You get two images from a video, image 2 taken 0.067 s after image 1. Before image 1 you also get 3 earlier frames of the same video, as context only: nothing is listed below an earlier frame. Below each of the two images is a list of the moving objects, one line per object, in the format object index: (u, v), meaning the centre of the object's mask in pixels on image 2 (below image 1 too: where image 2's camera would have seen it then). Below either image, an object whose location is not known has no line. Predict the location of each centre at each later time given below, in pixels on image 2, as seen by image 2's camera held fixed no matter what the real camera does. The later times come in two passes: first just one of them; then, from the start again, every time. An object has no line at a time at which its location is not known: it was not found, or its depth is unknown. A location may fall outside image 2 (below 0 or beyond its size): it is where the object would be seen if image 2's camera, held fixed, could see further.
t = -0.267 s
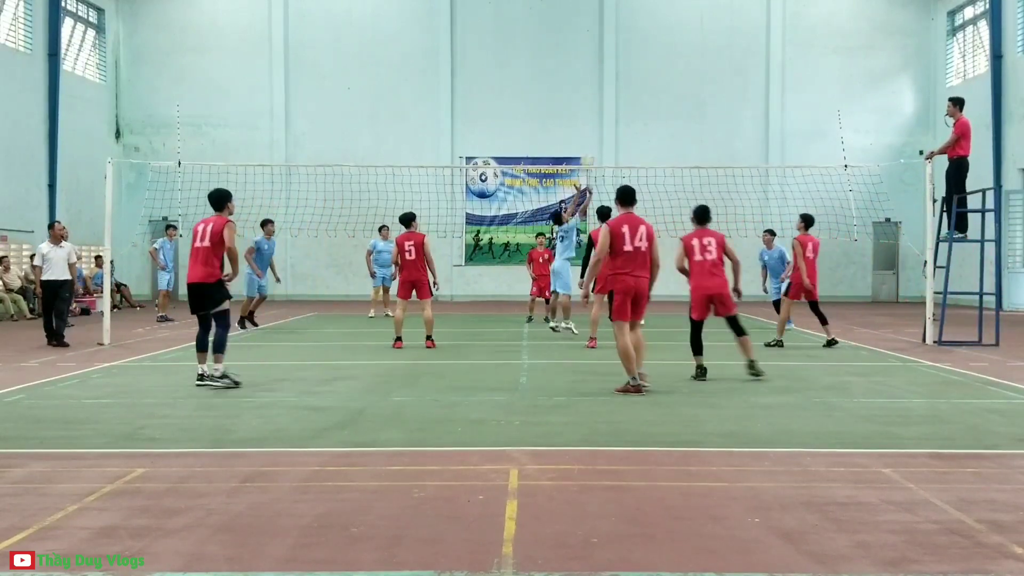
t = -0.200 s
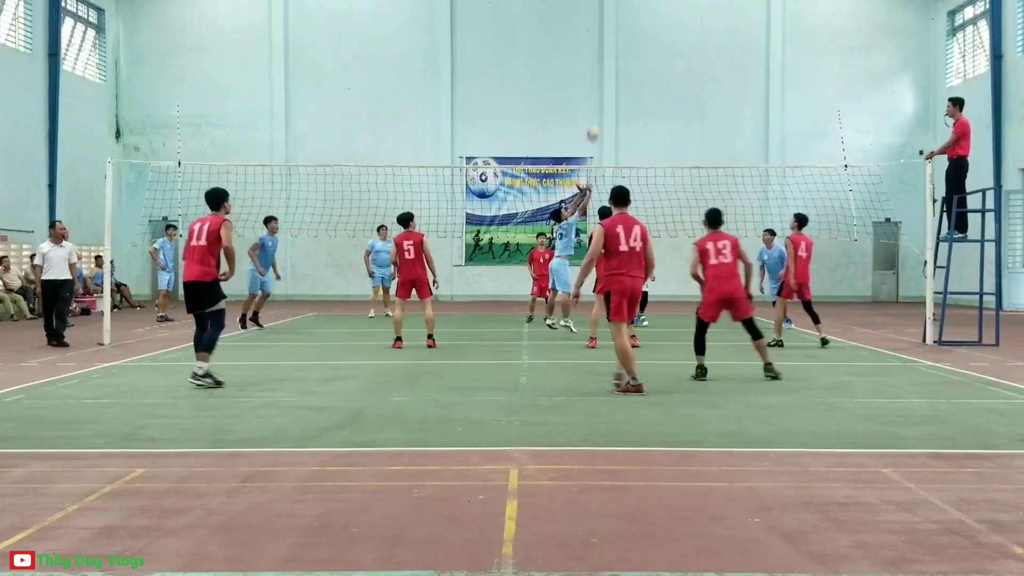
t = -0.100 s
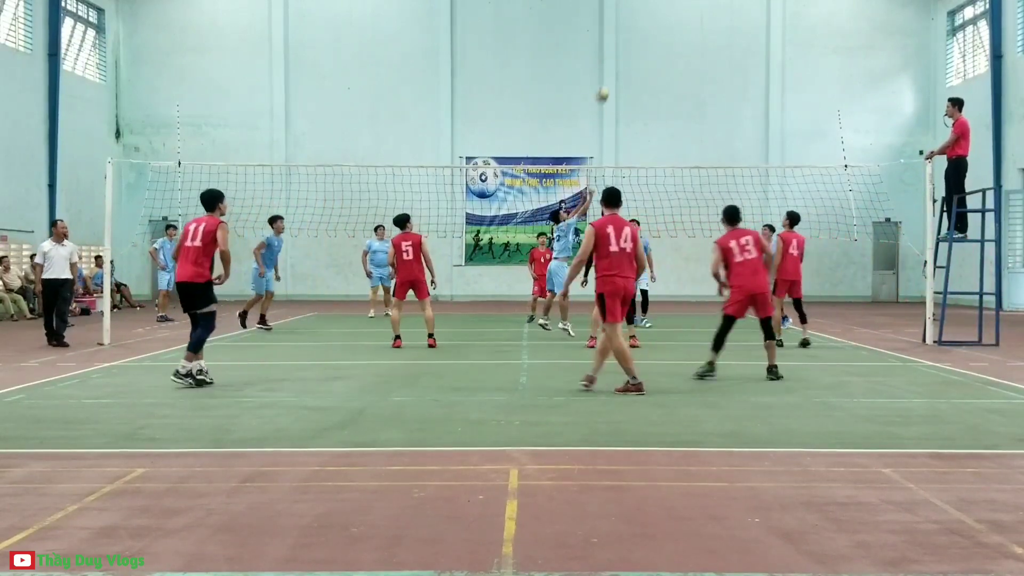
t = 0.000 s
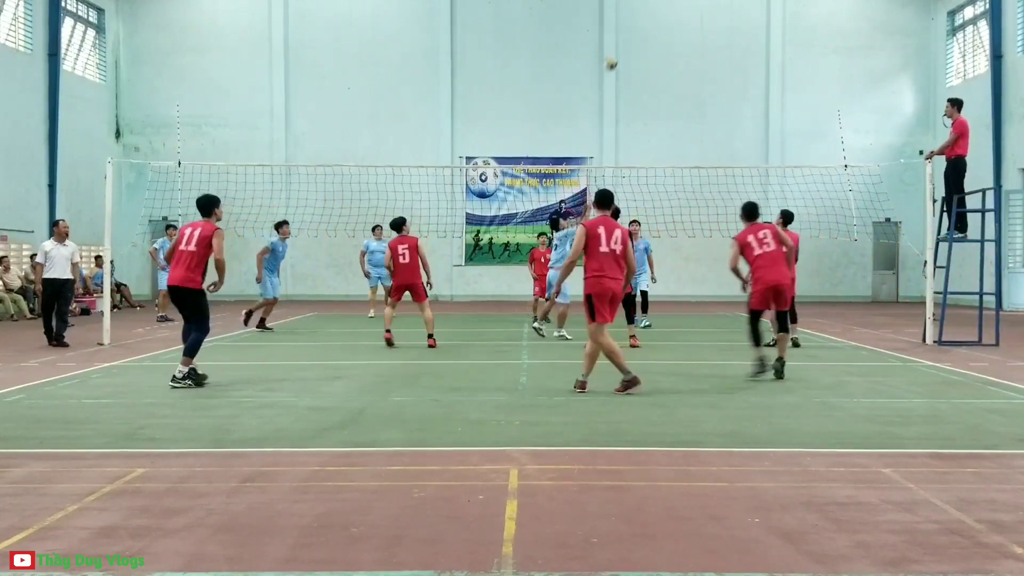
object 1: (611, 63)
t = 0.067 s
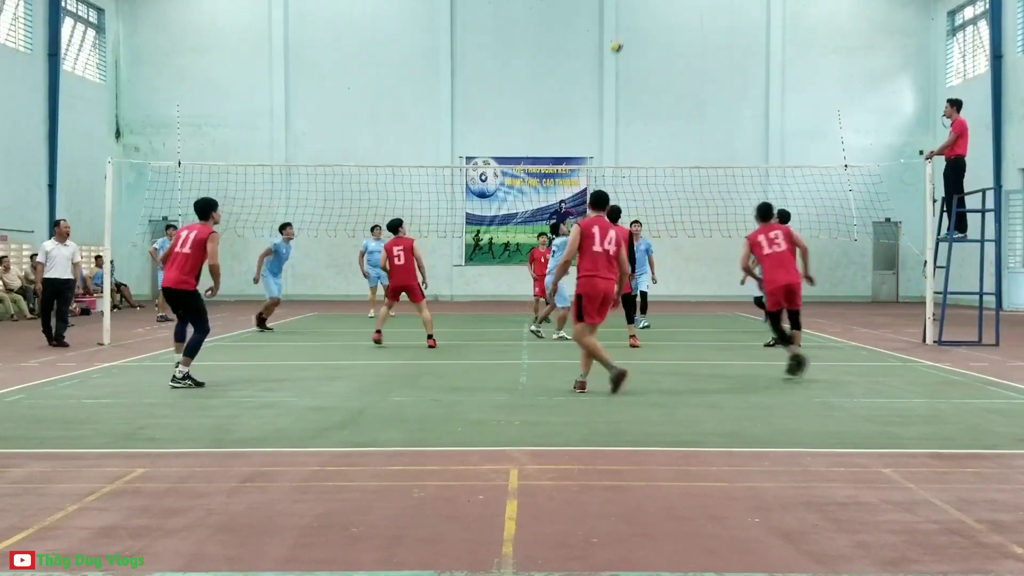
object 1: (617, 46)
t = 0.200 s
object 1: (627, 20)
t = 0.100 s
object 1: (619, 39)
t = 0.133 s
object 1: (621, 32)
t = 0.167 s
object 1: (624, 26)
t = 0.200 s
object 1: (627, 20)
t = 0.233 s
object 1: (630, 16)
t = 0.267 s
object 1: (633, 12)
